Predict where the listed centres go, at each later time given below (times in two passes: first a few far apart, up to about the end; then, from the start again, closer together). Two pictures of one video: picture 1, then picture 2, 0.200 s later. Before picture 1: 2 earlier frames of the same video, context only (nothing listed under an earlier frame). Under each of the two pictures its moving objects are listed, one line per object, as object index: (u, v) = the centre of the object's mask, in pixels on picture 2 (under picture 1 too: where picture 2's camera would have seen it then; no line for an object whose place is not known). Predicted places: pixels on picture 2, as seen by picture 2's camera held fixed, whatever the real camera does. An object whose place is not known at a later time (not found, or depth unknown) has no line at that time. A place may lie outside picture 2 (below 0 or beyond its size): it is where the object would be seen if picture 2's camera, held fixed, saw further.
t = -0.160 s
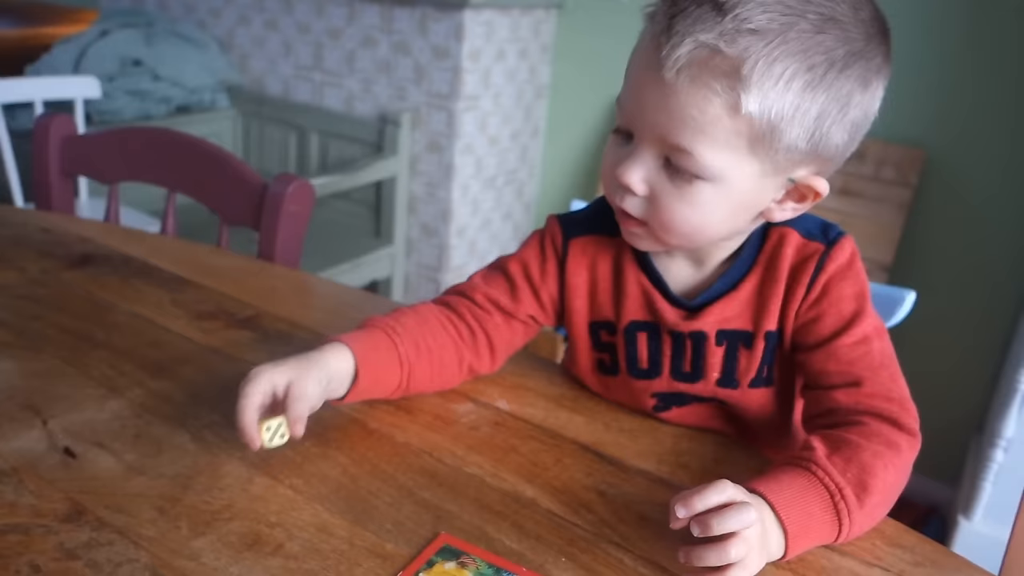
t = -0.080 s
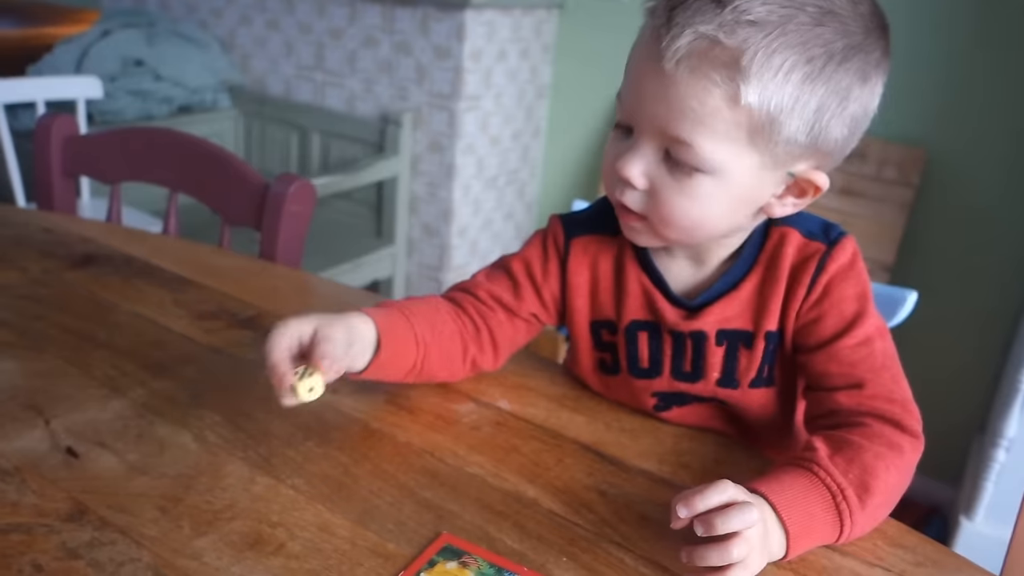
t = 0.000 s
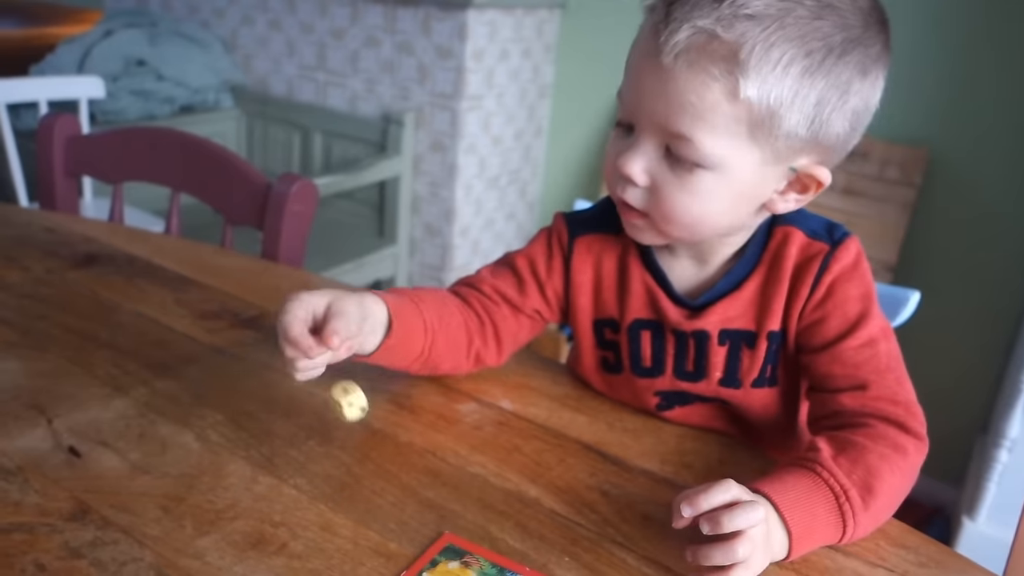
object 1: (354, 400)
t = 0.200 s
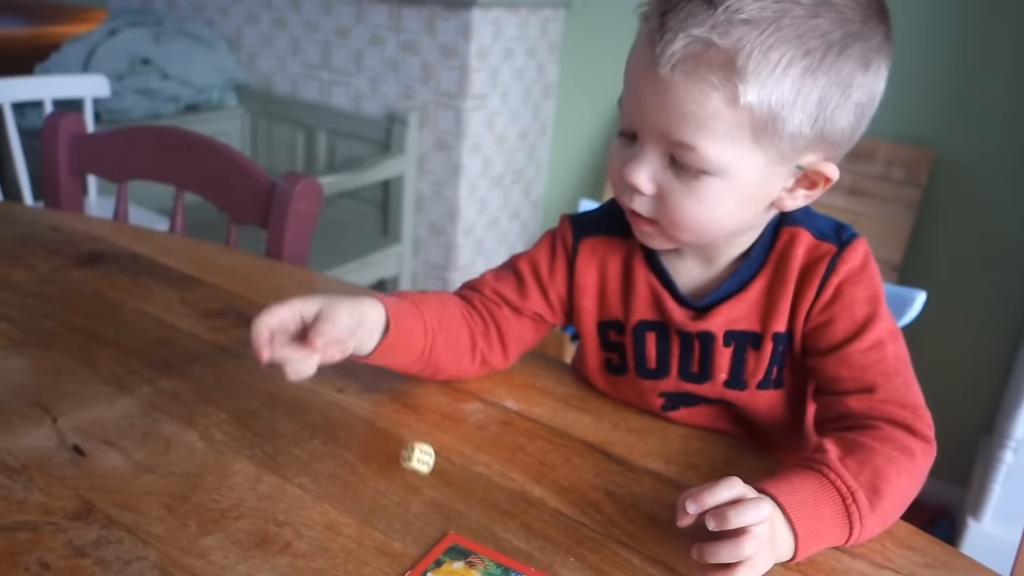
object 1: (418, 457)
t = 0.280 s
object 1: (434, 451)
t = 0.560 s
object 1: (477, 460)
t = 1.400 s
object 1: (476, 460)
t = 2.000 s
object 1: (477, 460)
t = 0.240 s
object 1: (426, 447)
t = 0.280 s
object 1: (434, 451)
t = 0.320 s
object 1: (442, 453)
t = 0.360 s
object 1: (451, 456)
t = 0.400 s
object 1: (461, 456)
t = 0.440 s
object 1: (468, 458)
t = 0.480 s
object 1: (473, 459)
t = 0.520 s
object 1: (476, 460)
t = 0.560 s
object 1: (477, 460)
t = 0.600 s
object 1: (477, 460)
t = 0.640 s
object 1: (477, 460)
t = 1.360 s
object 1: (477, 460)
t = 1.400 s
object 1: (476, 460)
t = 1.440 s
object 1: (477, 460)
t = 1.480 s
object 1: (476, 460)
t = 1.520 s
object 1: (477, 460)
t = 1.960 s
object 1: (477, 460)
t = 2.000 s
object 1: (477, 460)
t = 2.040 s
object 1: (477, 460)
